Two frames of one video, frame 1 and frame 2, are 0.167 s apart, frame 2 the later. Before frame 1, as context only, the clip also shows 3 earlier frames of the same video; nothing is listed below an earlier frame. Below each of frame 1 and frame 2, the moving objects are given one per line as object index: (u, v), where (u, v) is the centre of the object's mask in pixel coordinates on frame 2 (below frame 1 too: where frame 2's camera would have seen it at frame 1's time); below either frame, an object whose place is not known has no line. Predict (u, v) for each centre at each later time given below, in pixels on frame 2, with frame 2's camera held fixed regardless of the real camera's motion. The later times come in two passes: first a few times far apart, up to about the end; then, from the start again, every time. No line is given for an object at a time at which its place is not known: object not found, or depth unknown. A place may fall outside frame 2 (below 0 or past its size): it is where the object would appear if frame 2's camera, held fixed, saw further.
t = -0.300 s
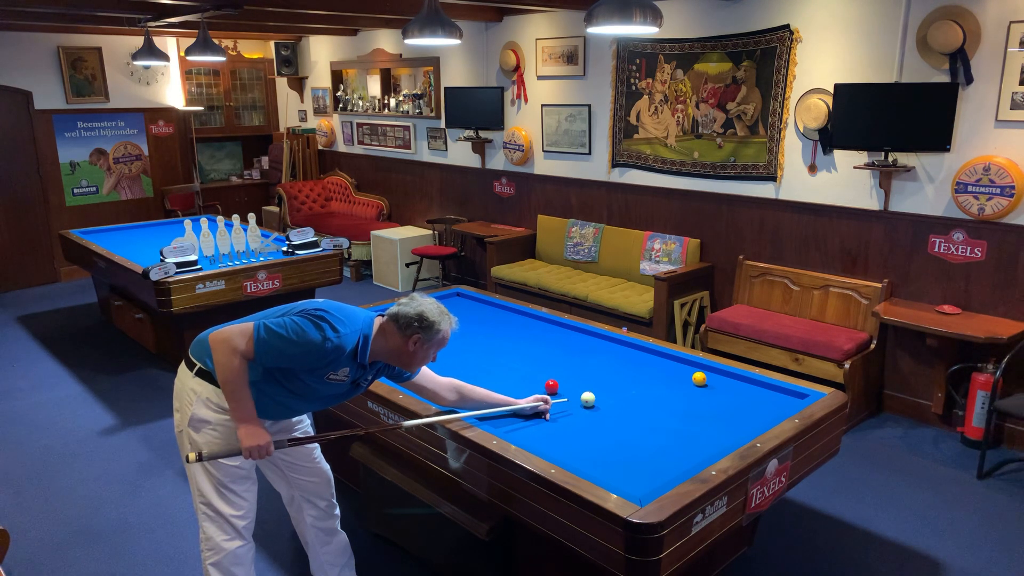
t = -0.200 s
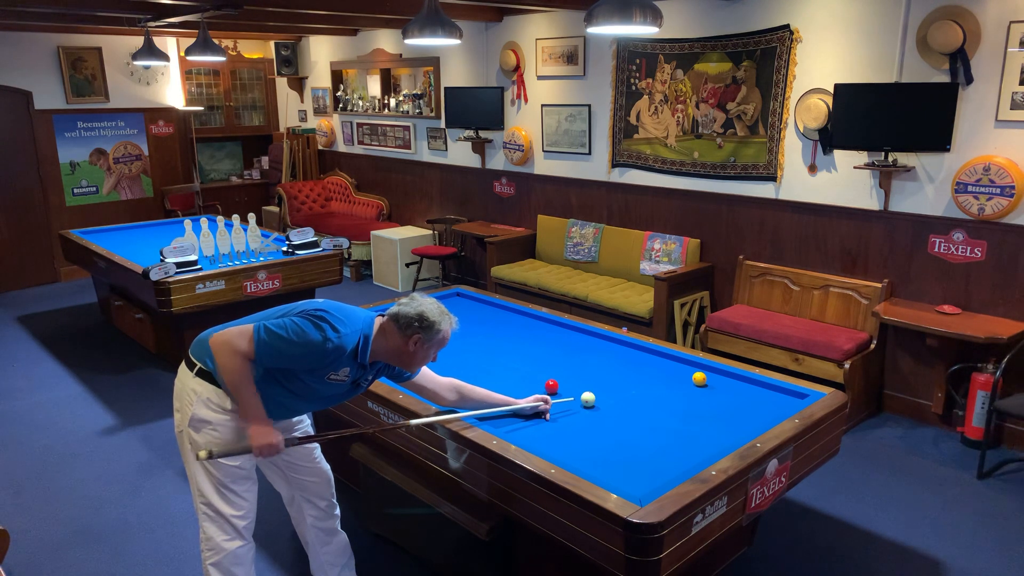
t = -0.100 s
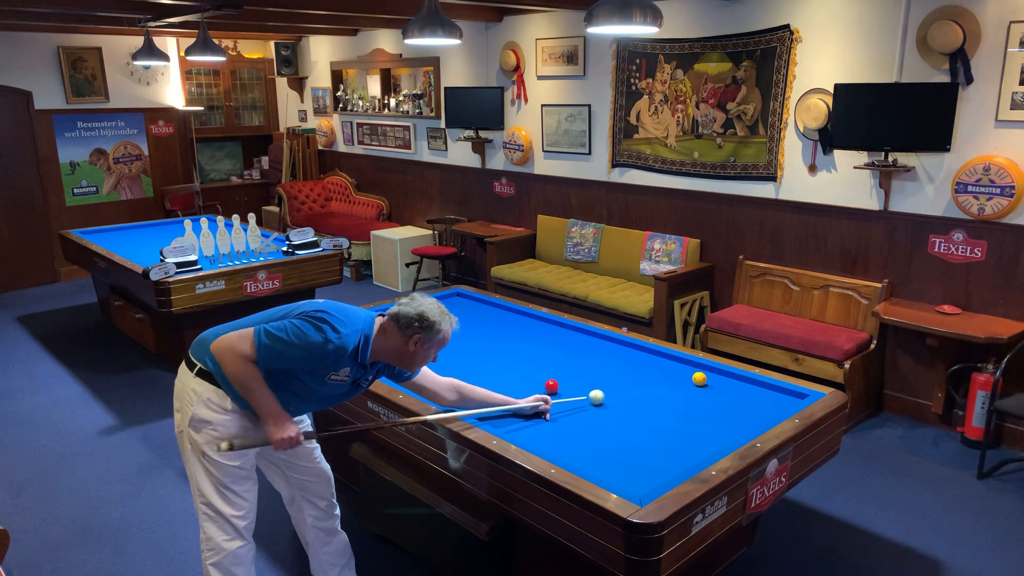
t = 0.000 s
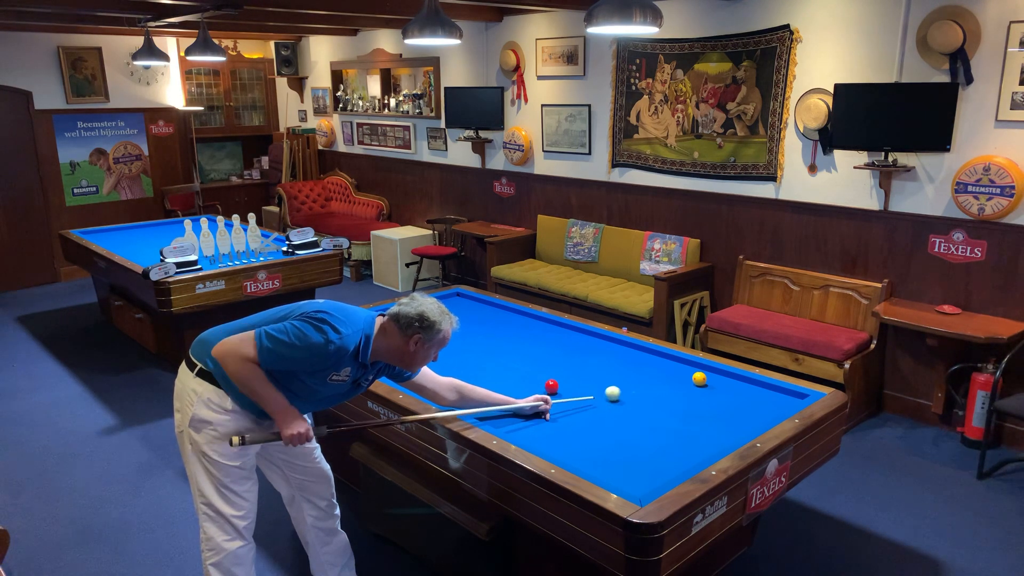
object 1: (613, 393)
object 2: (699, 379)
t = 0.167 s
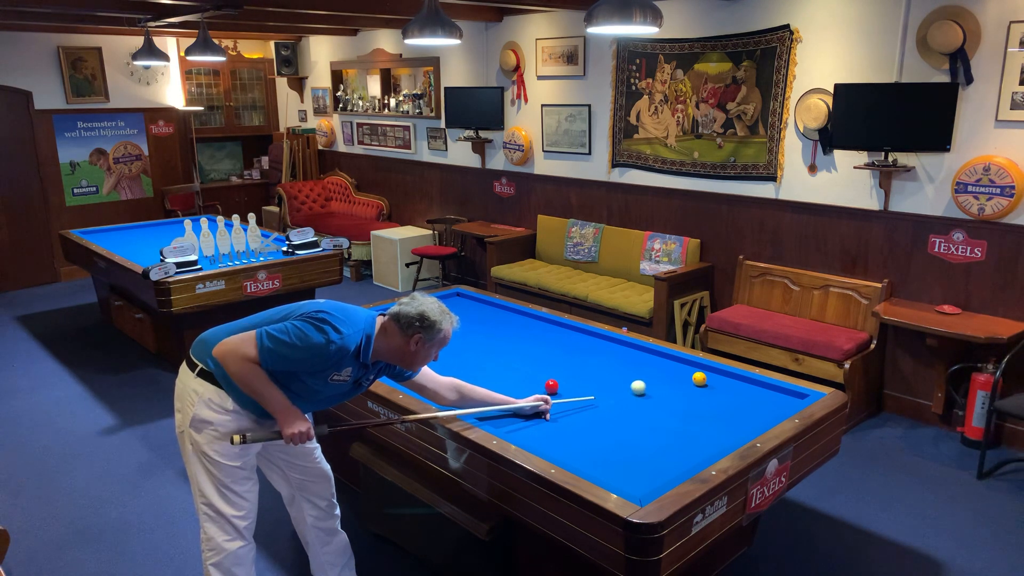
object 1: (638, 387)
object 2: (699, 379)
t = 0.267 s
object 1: (653, 384)
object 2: (699, 379)
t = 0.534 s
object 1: (686, 375)
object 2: (703, 379)
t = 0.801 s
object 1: (696, 366)
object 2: (724, 382)
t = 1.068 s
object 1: (678, 369)
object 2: (744, 384)
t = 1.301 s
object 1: (664, 371)
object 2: (761, 386)
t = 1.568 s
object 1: (648, 374)
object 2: (775, 390)
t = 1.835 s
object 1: (633, 376)
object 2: (784, 394)
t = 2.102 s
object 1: (618, 378)
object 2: (793, 398)
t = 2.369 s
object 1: (603, 381)
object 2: (789, 399)
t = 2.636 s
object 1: (589, 383)
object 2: (782, 398)
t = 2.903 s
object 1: (575, 385)
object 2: (776, 397)
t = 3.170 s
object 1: (565, 387)
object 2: (770, 396)
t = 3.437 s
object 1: (563, 389)
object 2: (765, 396)
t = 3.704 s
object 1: (561, 391)
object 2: (761, 395)
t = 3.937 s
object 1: (560, 392)
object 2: (758, 395)
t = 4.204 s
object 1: (559, 392)
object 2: (756, 394)
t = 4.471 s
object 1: (558, 394)
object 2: (754, 394)
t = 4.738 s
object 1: (557, 394)
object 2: (753, 394)
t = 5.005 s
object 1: (557, 394)
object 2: (753, 394)
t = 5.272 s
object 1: (557, 394)
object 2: (754, 394)
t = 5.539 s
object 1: (557, 393)
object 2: (754, 394)
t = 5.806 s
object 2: (754, 394)
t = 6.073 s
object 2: (754, 394)
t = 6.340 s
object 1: (557, 394)
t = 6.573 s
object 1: (557, 394)
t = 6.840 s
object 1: (557, 394)
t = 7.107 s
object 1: (557, 394)
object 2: (754, 394)
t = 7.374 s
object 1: (557, 394)
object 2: (754, 394)
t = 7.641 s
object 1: (557, 394)
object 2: (754, 394)
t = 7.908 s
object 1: (557, 394)
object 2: (754, 394)
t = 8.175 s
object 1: (557, 394)
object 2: (754, 394)
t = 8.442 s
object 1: (557, 394)
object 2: (754, 394)
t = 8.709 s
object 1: (557, 394)
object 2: (754, 394)
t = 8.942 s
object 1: (557, 394)
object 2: (754, 394)
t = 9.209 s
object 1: (557, 394)
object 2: (754, 394)
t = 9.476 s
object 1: (557, 394)
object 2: (754, 394)
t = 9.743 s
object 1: (557, 394)
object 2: (754, 394)
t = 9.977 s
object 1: (557, 394)
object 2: (754, 394)
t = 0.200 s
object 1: (643, 386)
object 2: (699, 379)
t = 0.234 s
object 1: (648, 385)
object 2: (699, 379)
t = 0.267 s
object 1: (653, 384)
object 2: (699, 379)
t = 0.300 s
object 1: (658, 383)
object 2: (699, 379)
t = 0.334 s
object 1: (662, 382)
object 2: (699, 379)
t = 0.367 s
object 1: (667, 381)
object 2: (699, 379)
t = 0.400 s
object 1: (672, 380)
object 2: (699, 379)
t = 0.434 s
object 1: (677, 379)
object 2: (699, 379)
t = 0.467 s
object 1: (681, 378)
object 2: (699, 379)
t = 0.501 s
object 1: (685, 376)
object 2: (700, 379)
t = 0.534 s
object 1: (686, 375)
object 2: (703, 379)
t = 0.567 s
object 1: (687, 374)
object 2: (706, 380)
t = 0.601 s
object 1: (689, 372)
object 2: (709, 380)
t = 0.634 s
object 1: (691, 371)
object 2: (711, 381)
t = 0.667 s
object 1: (693, 370)
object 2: (714, 381)
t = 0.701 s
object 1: (694, 369)
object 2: (717, 381)
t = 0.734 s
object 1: (696, 367)
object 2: (719, 381)
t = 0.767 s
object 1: (697, 366)
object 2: (722, 381)
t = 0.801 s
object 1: (696, 366)
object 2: (724, 382)
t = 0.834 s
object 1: (693, 367)
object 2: (727, 382)
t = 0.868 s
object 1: (691, 367)
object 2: (729, 383)
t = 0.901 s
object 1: (689, 367)
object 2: (732, 383)
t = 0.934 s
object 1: (687, 368)
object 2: (734, 383)
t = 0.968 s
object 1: (685, 368)
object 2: (737, 383)
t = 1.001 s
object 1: (683, 368)
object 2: (739, 383)
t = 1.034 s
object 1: (680, 369)
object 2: (741, 384)
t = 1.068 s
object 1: (678, 369)
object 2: (744, 384)
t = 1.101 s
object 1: (676, 369)
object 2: (746, 384)
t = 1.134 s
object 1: (674, 370)
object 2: (749, 385)
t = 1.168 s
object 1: (672, 370)
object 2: (751, 385)
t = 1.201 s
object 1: (670, 370)
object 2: (754, 385)
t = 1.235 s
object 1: (668, 370)
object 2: (756, 386)
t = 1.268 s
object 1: (666, 371)
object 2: (758, 386)
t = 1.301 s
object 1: (664, 371)
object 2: (761, 386)
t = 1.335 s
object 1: (662, 371)
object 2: (763, 387)
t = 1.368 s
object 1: (660, 372)
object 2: (766, 387)
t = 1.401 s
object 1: (658, 372)
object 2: (768, 387)
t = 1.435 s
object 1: (656, 372)
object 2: (770, 388)
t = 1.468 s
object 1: (654, 373)
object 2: (771, 388)
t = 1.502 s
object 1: (652, 373)
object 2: (772, 389)
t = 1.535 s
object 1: (650, 373)
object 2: (773, 389)
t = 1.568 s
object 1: (648, 374)
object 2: (775, 390)
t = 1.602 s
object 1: (646, 374)
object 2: (776, 390)
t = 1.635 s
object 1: (644, 374)
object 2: (777, 391)
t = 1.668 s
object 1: (642, 375)
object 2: (778, 392)
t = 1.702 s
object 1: (640, 375)
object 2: (779, 392)
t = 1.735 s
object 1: (638, 375)
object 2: (781, 393)
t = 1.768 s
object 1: (636, 375)
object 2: (782, 393)
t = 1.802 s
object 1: (634, 376)
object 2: (783, 394)
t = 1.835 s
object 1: (633, 376)
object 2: (784, 394)
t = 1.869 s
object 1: (631, 376)
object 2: (785, 395)
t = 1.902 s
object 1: (629, 377)
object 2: (786, 396)
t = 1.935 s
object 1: (627, 377)
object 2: (788, 396)
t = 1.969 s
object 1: (625, 377)
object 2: (789, 397)
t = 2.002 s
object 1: (623, 378)
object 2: (790, 397)
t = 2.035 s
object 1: (621, 378)
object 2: (791, 397)
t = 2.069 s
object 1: (619, 378)
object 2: (792, 398)
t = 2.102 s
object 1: (618, 378)
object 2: (793, 398)
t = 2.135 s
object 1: (616, 379)
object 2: (794, 398)
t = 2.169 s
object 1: (614, 379)
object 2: (795, 399)
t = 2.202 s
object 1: (612, 379)
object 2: (794, 399)
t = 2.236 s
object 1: (610, 380)
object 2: (793, 399)
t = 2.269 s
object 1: (608, 380)
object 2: (792, 399)
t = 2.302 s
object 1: (607, 380)
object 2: (791, 399)
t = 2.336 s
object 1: (605, 380)
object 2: (790, 399)
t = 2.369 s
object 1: (603, 381)
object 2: (789, 399)
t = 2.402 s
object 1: (601, 381)
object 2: (788, 399)
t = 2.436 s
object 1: (599, 381)
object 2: (788, 399)
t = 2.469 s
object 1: (597, 382)
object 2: (787, 399)
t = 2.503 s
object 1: (596, 382)
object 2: (786, 399)
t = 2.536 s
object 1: (594, 382)
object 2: (785, 399)
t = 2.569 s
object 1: (592, 382)
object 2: (784, 398)
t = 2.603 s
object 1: (590, 383)
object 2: (783, 399)
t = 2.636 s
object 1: (589, 383)
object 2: (782, 398)
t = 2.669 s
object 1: (587, 383)
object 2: (781, 398)
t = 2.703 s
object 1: (585, 384)
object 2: (781, 398)
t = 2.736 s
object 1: (583, 384)
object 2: (780, 398)
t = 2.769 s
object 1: (582, 384)
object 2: (779, 398)
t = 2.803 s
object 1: (580, 384)
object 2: (778, 397)
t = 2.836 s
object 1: (579, 384)
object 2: (778, 397)
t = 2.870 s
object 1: (577, 385)
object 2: (777, 397)
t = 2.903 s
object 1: (575, 385)
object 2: (776, 397)
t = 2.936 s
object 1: (573, 385)
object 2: (775, 397)
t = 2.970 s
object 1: (572, 386)
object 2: (774, 397)
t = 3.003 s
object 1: (570, 386)
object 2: (774, 397)
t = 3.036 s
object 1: (569, 386)
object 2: (773, 397)
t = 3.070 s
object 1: (567, 387)
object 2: (772, 397)
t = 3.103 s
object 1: (566, 387)
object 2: (772, 396)
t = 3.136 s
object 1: (566, 387)
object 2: (771, 396)
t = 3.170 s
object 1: (565, 387)
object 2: (770, 396)
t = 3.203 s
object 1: (565, 387)
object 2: (769, 396)
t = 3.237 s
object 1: (565, 388)
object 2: (769, 396)
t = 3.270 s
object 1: (564, 388)
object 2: (768, 396)
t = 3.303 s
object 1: (564, 388)
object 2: (768, 396)
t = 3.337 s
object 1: (564, 388)
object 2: (767, 396)
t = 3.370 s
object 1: (563, 389)
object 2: (767, 396)
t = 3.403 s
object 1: (563, 389)
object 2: (766, 396)
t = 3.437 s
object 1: (563, 389)
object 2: (765, 396)
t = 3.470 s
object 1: (563, 389)
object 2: (765, 395)
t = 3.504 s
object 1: (563, 390)
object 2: (764, 396)
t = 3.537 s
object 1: (562, 390)
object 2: (764, 395)
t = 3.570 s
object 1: (562, 390)
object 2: (763, 395)
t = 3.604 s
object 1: (562, 390)
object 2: (763, 395)
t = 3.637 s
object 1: (562, 390)
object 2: (762, 395)
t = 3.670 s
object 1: (561, 390)
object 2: (762, 395)
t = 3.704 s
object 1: (561, 391)
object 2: (761, 395)
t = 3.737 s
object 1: (561, 391)
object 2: (761, 395)
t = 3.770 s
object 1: (561, 391)
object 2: (760, 395)
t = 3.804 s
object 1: (561, 391)
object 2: (760, 395)
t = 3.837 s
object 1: (560, 391)
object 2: (760, 395)
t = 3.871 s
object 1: (560, 391)
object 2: (759, 395)
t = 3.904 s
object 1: (560, 391)
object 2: (759, 395)
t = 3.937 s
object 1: (560, 392)
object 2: (758, 395)
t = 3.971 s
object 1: (560, 392)
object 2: (758, 395)
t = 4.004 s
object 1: (559, 392)
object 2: (758, 395)
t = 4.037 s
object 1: (559, 392)
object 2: (757, 394)
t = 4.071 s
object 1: (559, 392)
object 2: (757, 395)
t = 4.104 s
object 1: (559, 392)
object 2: (757, 395)
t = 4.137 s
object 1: (559, 392)
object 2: (757, 394)
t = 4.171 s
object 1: (559, 393)
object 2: (756, 394)
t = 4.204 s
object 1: (559, 392)
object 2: (756, 394)
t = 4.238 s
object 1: (559, 393)
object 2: (756, 394)
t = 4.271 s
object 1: (559, 393)
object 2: (756, 394)
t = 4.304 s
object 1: (558, 393)
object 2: (755, 394)
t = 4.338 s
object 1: (558, 393)
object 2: (755, 394)
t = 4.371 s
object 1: (558, 393)
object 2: (755, 394)
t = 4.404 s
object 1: (558, 393)
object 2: (755, 394)
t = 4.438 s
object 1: (558, 393)
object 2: (754, 394)
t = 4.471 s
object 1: (558, 394)
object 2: (754, 394)
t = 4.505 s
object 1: (558, 394)
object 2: (754, 394)
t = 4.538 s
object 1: (558, 394)
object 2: (754, 394)
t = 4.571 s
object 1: (558, 394)
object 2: (753, 394)
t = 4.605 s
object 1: (558, 394)
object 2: (753, 394)
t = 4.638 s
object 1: (557, 394)
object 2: (753, 394)
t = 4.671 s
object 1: (557, 394)
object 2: (753, 394)
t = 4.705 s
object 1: (557, 394)
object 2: (753, 394)
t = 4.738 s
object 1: (557, 394)
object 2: (753, 394)
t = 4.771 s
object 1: (557, 394)
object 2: (753, 394)
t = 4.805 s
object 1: (557, 394)
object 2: (753, 394)
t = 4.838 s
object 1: (557, 394)
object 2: (753, 394)
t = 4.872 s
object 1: (557, 394)
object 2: (753, 394)
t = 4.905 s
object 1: (557, 394)
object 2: (753, 394)
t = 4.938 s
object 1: (557, 394)
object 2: (753, 394)
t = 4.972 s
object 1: (557, 394)
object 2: (753, 394)
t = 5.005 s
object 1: (557, 394)
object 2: (753, 394)
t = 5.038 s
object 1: (557, 394)
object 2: (753, 394)
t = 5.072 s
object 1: (557, 394)
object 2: (753, 394)
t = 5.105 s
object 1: (557, 394)
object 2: (753, 394)
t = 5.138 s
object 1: (557, 394)
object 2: (753, 394)
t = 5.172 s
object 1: (557, 394)
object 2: (753, 394)
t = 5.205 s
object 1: (557, 394)
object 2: (753, 394)
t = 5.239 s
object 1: (557, 394)
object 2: (753, 394)
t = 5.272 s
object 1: (557, 394)
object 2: (754, 394)
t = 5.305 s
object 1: (557, 394)
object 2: (754, 394)
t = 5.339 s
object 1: (557, 394)
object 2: (754, 394)
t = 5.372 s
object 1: (557, 394)
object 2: (754, 394)
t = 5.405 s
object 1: (557, 394)
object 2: (754, 394)
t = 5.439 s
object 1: (557, 394)
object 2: (754, 394)
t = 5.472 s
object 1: (558, 396)
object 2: (754, 394)
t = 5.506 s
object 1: (557, 393)
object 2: (754, 394)
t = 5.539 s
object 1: (557, 393)
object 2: (754, 394)
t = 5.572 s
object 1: (557, 394)
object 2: (753, 394)
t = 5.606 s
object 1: (557, 394)
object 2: (753, 394)
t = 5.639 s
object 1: (557, 394)
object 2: (754, 394)
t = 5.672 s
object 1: (557, 394)
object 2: (754, 394)
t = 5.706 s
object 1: (557, 394)
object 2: (753, 394)
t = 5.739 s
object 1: (557, 394)
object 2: (754, 394)
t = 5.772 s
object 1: (560, 392)
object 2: (753, 393)
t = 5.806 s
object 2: (754, 394)
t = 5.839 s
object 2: (753, 394)
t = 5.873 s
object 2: (753, 394)
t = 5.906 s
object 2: (753, 394)
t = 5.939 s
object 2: (754, 394)
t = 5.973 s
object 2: (754, 394)
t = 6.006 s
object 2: (754, 394)
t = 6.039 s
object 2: (754, 394)
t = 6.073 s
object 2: (754, 394)
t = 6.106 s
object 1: (552, 393)
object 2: (753, 394)
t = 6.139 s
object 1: (557, 394)
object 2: (754, 394)
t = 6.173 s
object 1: (557, 394)
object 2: (754, 394)
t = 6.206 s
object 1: (557, 394)
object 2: (754, 394)
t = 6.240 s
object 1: (557, 394)
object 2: (754, 394)
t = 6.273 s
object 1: (557, 394)
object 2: (754, 394)
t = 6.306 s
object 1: (557, 394)
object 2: (756, 394)
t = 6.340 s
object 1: (557, 394)
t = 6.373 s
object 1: (557, 394)
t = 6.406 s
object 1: (557, 394)
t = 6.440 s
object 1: (557, 394)
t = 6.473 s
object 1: (557, 394)
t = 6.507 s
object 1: (557, 394)
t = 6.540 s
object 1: (557, 394)
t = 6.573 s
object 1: (557, 394)
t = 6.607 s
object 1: (557, 394)
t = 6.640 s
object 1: (557, 394)
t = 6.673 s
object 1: (557, 394)
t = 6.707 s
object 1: (557, 394)
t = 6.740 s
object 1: (557, 394)
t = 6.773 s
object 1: (557, 394)
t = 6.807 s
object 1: (557, 394)
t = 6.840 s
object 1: (557, 394)
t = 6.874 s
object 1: (557, 394)
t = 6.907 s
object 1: (557, 394)
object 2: (750, 392)
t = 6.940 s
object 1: (557, 394)
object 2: (753, 394)
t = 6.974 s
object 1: (557, 394)
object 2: (754, 394)
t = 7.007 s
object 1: (557, 394)
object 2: (754, 394)
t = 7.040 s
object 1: (557, 394)
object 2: (754, 394)
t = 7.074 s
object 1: (557, 394)
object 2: (754, 394)
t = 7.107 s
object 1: (557, 394)
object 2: (754, 394)
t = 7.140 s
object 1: (557, 394)
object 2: (754, 394)
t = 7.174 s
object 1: (557, 394)
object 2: (754, 394)
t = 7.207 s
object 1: (557, 394)
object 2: (754, 394)
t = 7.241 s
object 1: (557, 394)
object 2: (754, 394)
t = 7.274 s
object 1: (557, 394)
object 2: (754, 394)
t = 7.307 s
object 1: (557, 394)
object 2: (754, 394)
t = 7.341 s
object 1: (557, 394)
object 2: (754, 394)
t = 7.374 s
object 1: (557, 394)
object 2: (754, 394)
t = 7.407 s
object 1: (557, 394)
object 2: (754, 394)
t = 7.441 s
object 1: (557, 394)
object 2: (754, 394)
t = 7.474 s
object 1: (557, 394)
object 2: (754, 394)
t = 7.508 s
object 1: (557, 394)
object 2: (754, 394)
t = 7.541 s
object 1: (557, 394)
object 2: (754, 396)
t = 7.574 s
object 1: (557, 394)
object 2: (754, 395)
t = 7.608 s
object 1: (557, 394)
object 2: (754, 394)
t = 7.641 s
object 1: (557, 394)
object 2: (754, 394)
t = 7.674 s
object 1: (557, 394)
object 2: (754, 394)
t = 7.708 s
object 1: (557, 394)
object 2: (754, 394)
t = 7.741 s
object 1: (557, 394)
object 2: (754, 393)
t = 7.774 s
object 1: (557, 394)
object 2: (754, 395)
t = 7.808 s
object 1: (557, 394)
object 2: (754, 395)
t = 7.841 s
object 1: (557, 394)
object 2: (754, 394)
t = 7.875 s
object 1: (557, 394)
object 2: (754, 394)
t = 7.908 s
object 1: (557, 394)
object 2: (754, 394)
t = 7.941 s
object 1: (557, 394)
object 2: (754, 394)
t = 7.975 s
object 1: (557, 394)
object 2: (754, 394)
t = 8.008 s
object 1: (557, 394)
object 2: (754, 394)
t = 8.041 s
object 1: (557, 394)
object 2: (754, 394)
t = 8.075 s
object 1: (557, 394)
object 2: (754, 394)
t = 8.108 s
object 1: (557, 394)
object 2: (754, 394)
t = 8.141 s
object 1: (557, 394)
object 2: (754, 394)
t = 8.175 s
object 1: (557, 394)
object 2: (754, 394)
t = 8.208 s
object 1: (557, 394)
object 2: (754, 394)
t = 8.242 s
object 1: (557, 394)
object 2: (754, 394)
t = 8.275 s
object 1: (557, 394)
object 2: (754, 394)
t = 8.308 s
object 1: (557, 394)
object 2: (754, 394)
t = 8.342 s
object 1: (557, 394)
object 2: (754, 394)
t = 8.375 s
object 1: (557, 394)
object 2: (754, 394)
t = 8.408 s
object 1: (557, 394)
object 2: (754, 394)
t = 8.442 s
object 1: (557, 394)
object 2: (754, 394)
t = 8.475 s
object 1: (557, 394)
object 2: (754, 394)
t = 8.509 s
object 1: (557, 394)
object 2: (754, 394)
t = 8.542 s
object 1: (557, 394)
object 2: (754, 394)
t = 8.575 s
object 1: (557, 394)
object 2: (754, 394)
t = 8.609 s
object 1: (557, 394)
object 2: (754, 394)
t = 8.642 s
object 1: (557, 394)
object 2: (754, 394)
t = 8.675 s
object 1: (557, 394)
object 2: (754, 394)
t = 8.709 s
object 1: (557, 394)
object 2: (754, 394)
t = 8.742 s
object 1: (557, 394)
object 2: (754, 394)
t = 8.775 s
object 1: (557, 394)
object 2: (754, 394)
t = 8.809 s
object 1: (557, 394)
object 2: (754, 394)
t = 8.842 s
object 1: (557, 394)
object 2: (754, 394)
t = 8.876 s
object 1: (557, 394)
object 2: (754, 394)
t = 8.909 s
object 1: (557, 394)
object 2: (754, 394)
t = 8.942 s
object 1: (557, 394)
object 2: (754, 394)
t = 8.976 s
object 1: (557, 394)
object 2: (754, 394)
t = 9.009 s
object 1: (557, 394)
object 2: (754, 394)
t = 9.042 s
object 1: (557, 394)
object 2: (754, 394)
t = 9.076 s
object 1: (557, 394)
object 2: (754, 394)
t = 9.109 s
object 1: (557, 394)
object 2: (754, 394)
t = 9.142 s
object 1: (557, 394)
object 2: (754, 394)
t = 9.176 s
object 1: (557, 394)
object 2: (754, 394)
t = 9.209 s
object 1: (557, 394)
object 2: (754, 394)
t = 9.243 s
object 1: (557, 394)
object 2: (754, 394)
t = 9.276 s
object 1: (557, 394)
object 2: (754, 394)
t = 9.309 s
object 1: (557, 394)
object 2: (754, 394)
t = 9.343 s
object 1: (557, 394)
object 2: (754, 394)
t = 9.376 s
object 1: (557, 394)
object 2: (754, 394)
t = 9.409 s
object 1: (557, 394)
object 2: (754, 394)
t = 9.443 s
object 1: (557, 394)
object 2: (754, 394)
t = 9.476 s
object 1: (557, 394)
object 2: (754, 394)
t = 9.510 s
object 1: (557, 394)
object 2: (754, 394)
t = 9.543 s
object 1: (557, 394)
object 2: (754, 394)
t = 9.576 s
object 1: (557, 394)
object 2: (754, 394)
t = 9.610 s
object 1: (557, 394)
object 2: (754, 394)
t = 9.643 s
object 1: (557, 394)
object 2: (754, 394)
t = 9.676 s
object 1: (557, 394)
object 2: (754, 394)
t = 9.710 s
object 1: (557, 394)
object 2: (754, 394)
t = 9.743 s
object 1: (557, 394)
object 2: (754, 394)
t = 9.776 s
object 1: (557, 394)
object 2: (754, 394)
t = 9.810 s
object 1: (557, 394)
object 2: (754, 394)
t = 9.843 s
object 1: (557, 394)
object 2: (754, 394)
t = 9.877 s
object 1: (557, 394)
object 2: (754, 394)
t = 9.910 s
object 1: (557, 394)
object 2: (754, 394)
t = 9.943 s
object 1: (557, 394)
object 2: (754, 394)
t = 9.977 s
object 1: (557, 394)
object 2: (754, 394)
